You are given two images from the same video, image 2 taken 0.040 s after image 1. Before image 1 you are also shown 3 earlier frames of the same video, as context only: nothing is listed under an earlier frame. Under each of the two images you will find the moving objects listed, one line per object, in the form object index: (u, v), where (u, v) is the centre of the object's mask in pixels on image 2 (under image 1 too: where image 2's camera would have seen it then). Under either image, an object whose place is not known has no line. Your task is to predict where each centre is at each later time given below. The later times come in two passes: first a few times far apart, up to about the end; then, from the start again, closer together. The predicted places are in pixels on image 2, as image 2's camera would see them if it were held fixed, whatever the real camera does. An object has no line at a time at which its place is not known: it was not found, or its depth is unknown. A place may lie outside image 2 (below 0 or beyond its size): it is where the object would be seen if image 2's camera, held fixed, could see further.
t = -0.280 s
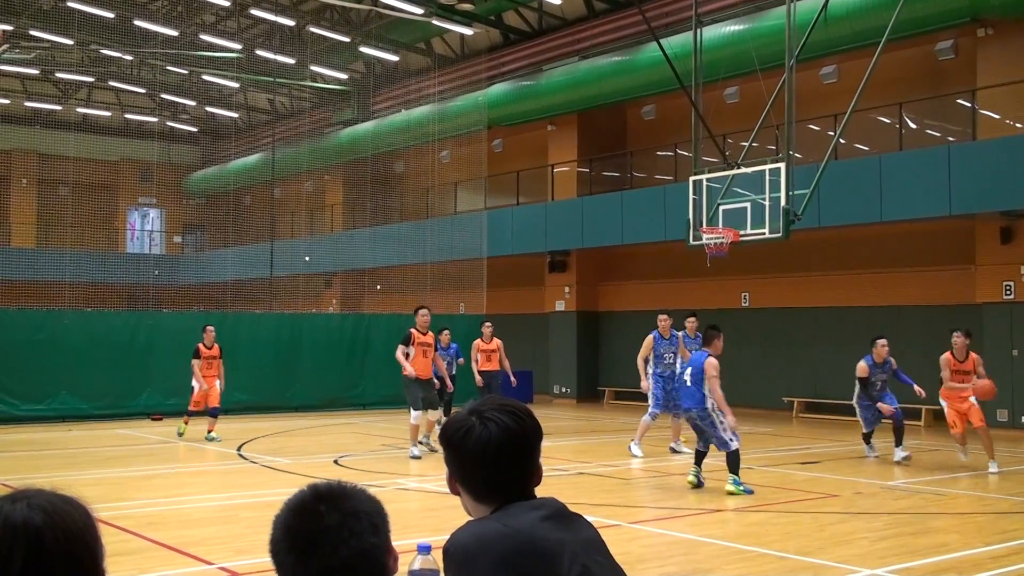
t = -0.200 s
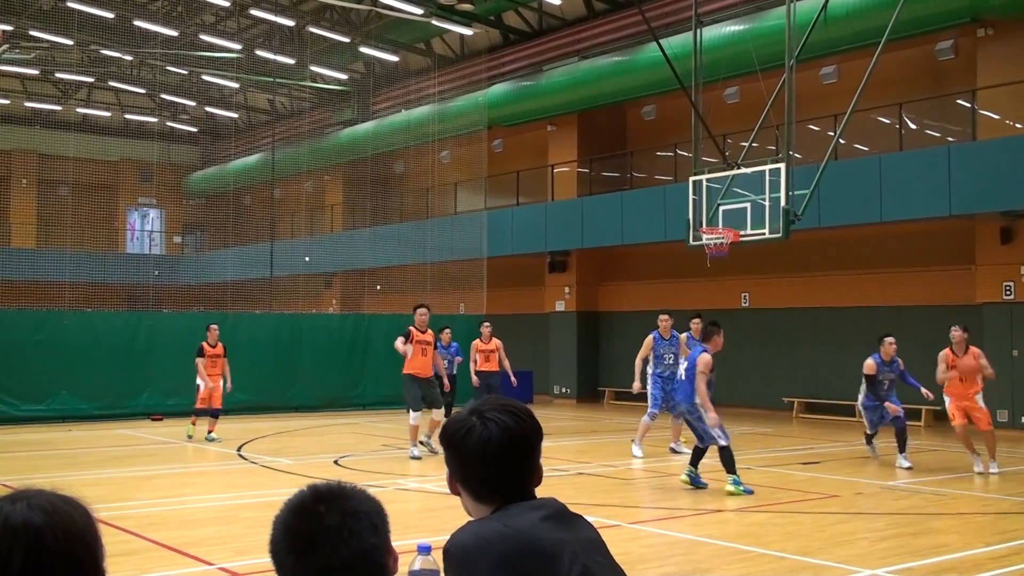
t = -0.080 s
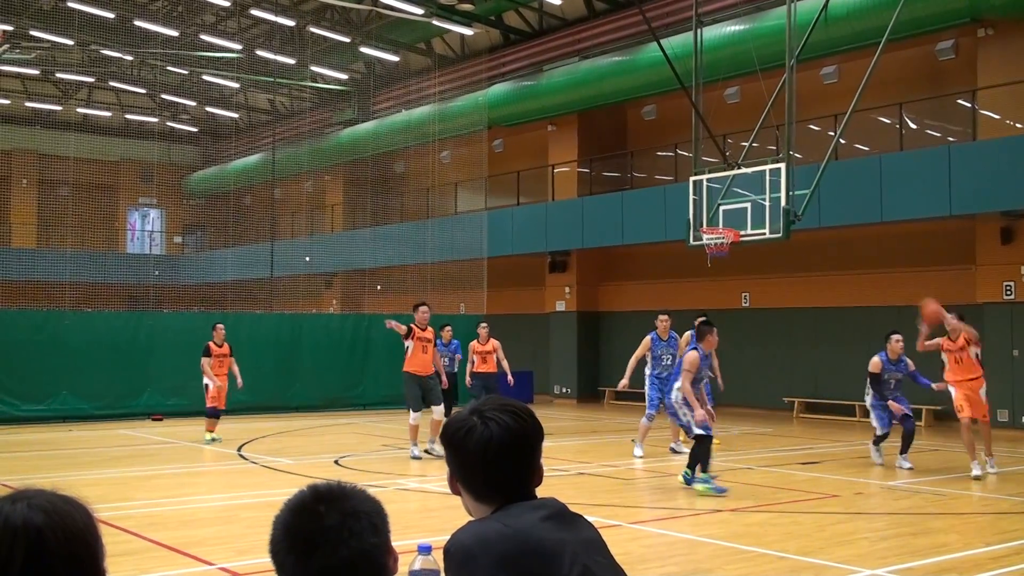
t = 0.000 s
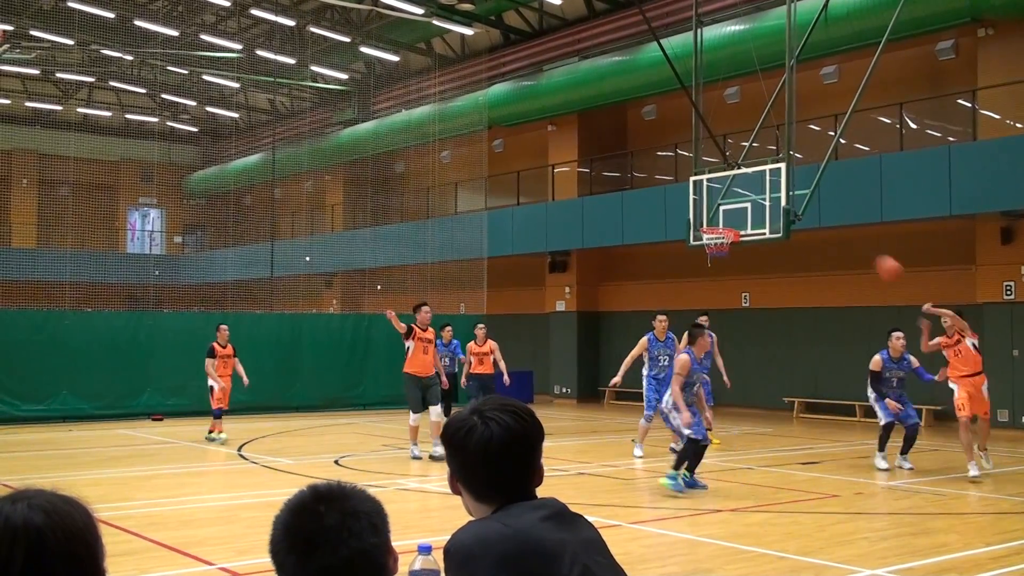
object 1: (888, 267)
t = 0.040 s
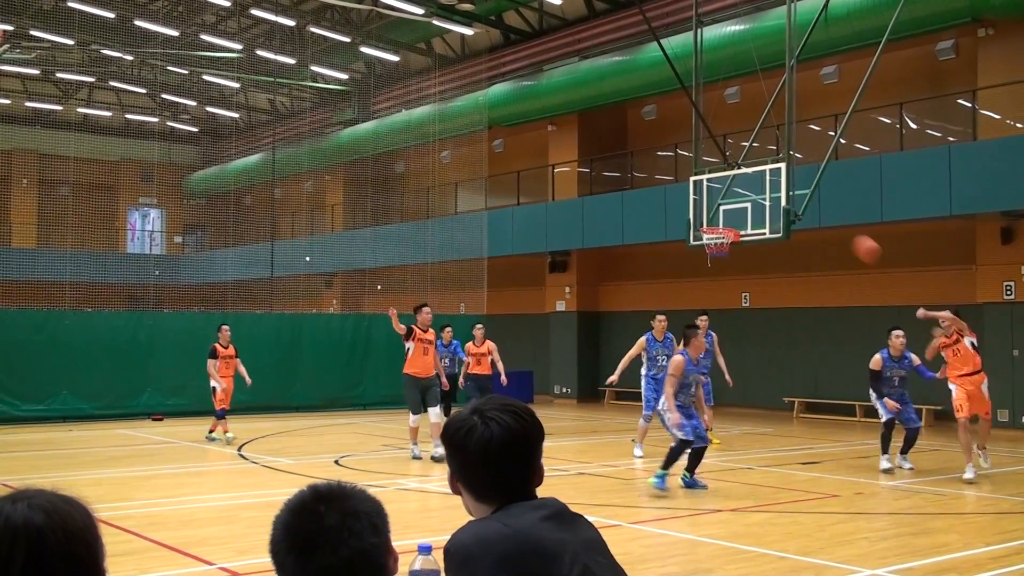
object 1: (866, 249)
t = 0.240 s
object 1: (751, 166)
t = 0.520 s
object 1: (575, 107)
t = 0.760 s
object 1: (406, 110)
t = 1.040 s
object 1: (183, 199)
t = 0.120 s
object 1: (821, 212)
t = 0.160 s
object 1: (798, 195)
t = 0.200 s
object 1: (774, 180)
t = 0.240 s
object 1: (751, 166)
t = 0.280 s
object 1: (726, 154)
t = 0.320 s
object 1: (704, 144)
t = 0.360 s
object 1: (677, 133)
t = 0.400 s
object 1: (652, 125)
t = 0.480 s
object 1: (602, 112)
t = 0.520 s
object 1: (575, 107)
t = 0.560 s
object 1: (548, 103)
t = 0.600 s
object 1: (520, 101)
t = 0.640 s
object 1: (493, 102)
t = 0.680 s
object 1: (465, 103)
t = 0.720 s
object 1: (436, 106)
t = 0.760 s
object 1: (406, 110)
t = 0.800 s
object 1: (377, 116)
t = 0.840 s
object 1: (346, 126)
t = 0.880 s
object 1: (314, 137)
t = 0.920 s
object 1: (283, 148)
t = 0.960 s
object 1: (251, 164)
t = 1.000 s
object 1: (217, 180)
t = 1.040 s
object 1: (183, 199)
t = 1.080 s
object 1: (151, 218)
